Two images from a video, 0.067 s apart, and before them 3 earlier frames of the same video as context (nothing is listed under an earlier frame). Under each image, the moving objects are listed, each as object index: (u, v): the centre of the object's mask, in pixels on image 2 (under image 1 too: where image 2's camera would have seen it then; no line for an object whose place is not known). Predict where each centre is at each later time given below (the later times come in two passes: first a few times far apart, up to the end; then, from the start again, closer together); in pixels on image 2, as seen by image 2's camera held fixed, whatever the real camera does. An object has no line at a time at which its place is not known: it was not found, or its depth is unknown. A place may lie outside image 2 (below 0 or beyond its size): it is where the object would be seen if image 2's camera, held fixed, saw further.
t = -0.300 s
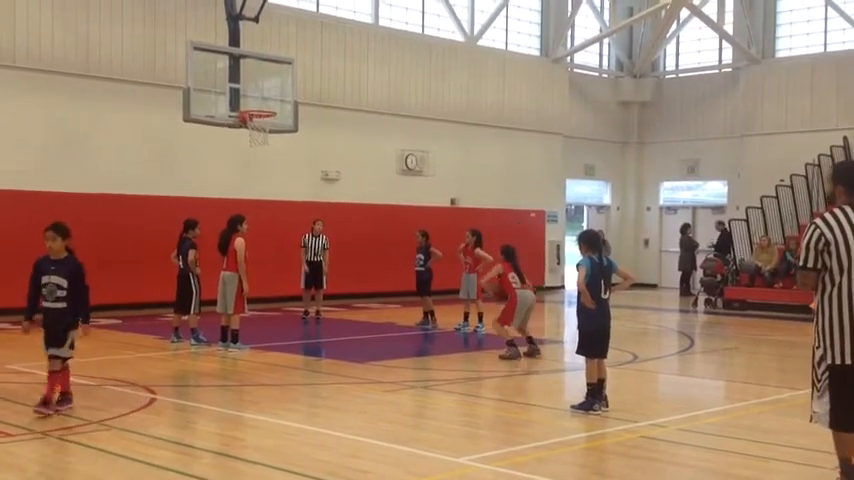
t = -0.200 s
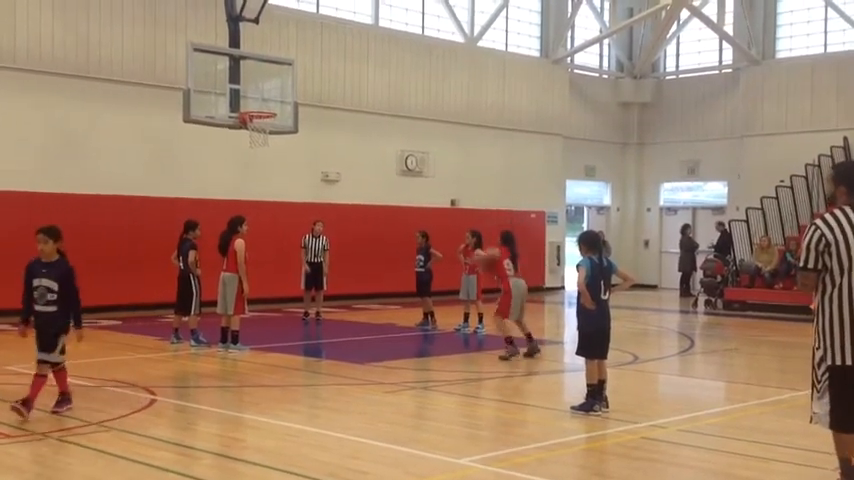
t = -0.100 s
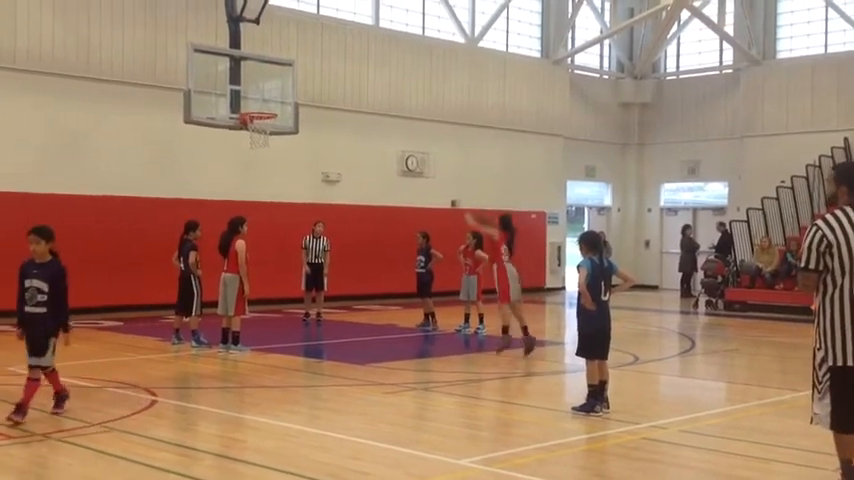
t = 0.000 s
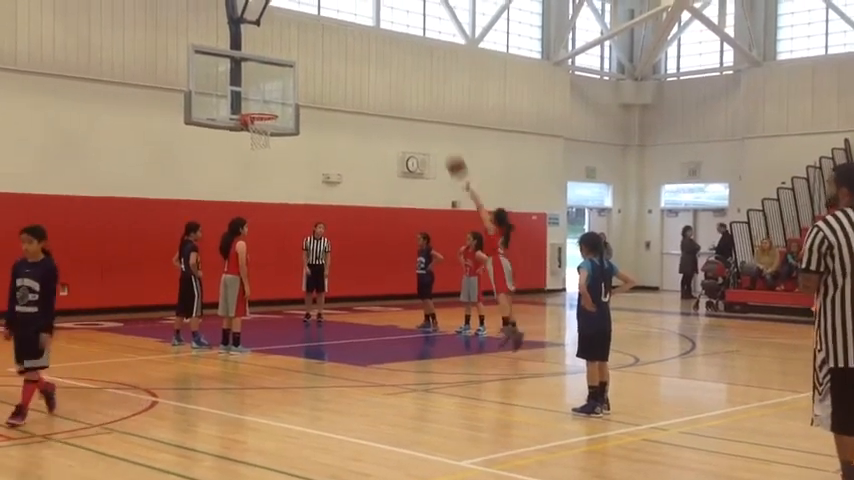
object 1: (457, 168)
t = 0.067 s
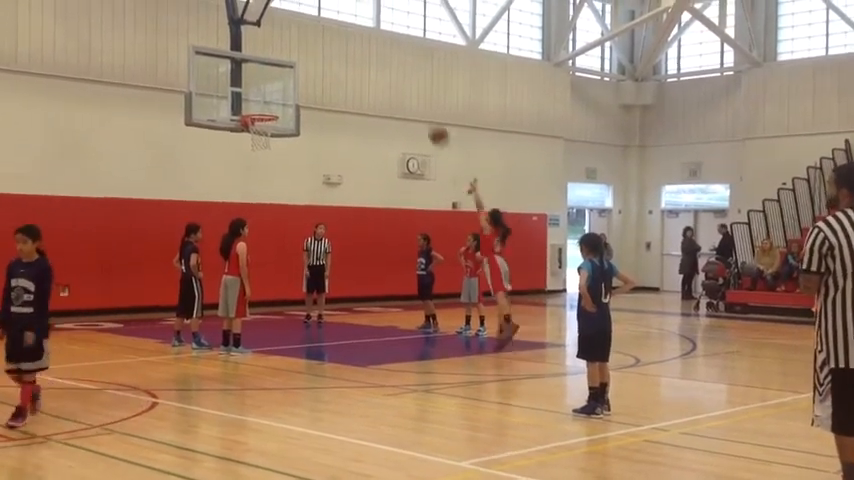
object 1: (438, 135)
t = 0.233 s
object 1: (395, 74)
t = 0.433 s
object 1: (346, 33)
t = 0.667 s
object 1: (295, 24)
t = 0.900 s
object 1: (249, 54)
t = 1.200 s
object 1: (266, 124)
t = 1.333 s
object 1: (282, 172)
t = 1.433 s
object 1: (296, 225)
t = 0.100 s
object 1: (429, 121)
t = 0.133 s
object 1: (421, 108)
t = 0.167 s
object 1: (412, 95)
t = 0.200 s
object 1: (404, 84)
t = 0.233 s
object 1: (395, 74)
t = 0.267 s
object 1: (387, 65)
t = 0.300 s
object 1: (379, 56)
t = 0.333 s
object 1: (371, 50)
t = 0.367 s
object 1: (362, 43)
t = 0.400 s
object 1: (354, 38)
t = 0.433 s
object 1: (346, 33)
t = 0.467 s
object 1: (339, 29)
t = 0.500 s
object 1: (331, 27)
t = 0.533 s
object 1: (324, 25)
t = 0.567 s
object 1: (317, 24)
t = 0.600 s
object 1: (309, 23)
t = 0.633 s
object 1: (302, 24)
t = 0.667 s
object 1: (295, 24)
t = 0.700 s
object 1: (288, 26)
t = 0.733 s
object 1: (282, 29)
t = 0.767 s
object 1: (275, 33)
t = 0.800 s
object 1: (268, 37)
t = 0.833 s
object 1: (261, 42)
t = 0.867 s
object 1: (255, 47)
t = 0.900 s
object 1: (249, 54)
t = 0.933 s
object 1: (240, 63)
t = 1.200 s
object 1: (266, 124)
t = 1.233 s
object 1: (269, 134)
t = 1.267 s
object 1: (274, 145)
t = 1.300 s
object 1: (278, 158)
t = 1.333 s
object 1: (282, 172)
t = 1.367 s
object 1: (286, 187)
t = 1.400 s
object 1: (290, 202)
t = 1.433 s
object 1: (296, 225)
